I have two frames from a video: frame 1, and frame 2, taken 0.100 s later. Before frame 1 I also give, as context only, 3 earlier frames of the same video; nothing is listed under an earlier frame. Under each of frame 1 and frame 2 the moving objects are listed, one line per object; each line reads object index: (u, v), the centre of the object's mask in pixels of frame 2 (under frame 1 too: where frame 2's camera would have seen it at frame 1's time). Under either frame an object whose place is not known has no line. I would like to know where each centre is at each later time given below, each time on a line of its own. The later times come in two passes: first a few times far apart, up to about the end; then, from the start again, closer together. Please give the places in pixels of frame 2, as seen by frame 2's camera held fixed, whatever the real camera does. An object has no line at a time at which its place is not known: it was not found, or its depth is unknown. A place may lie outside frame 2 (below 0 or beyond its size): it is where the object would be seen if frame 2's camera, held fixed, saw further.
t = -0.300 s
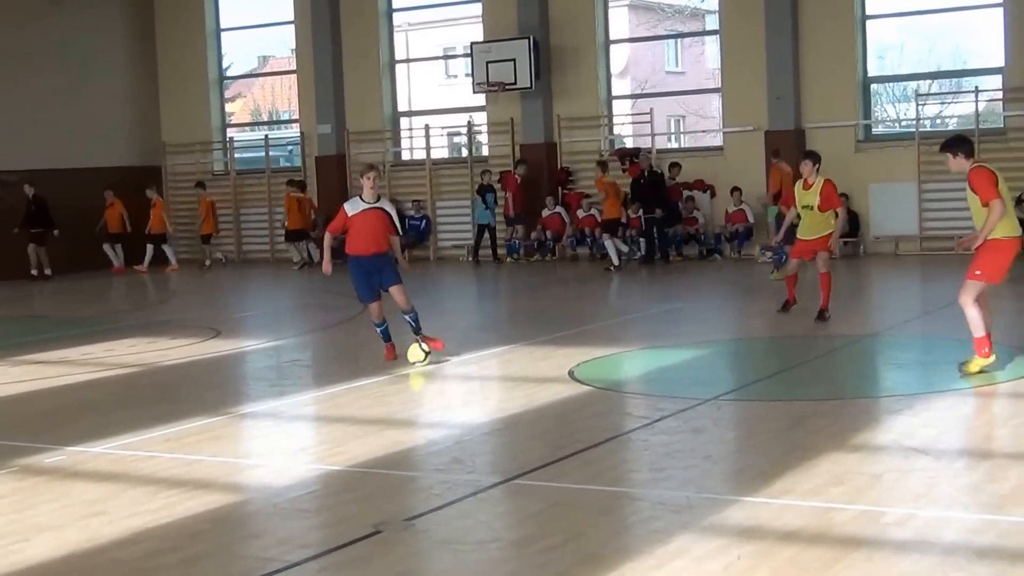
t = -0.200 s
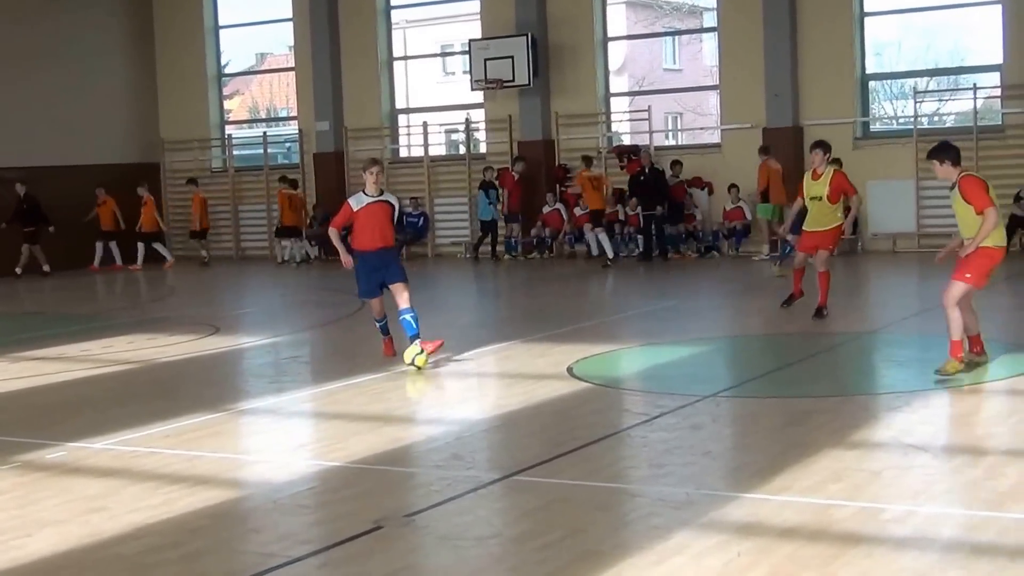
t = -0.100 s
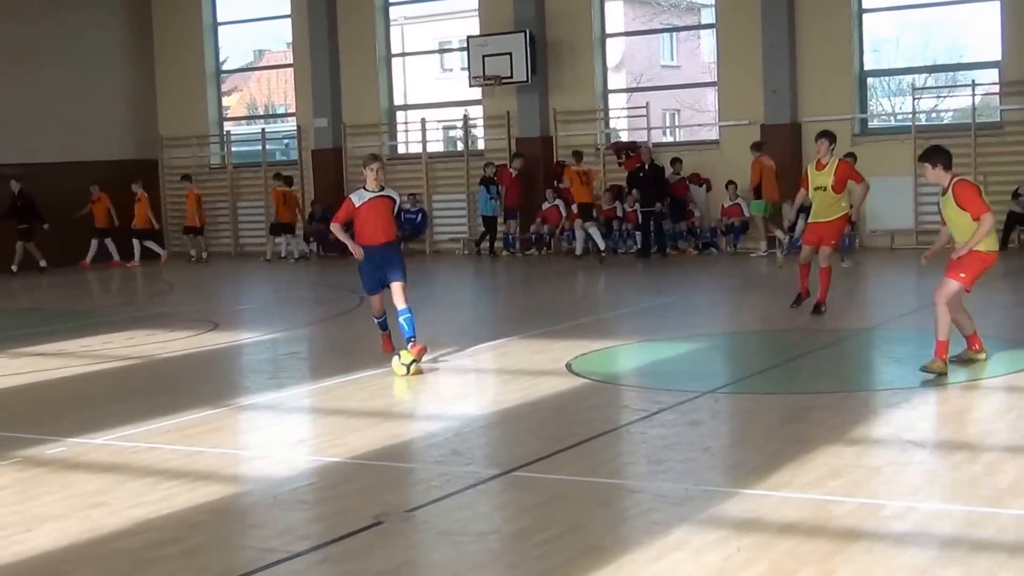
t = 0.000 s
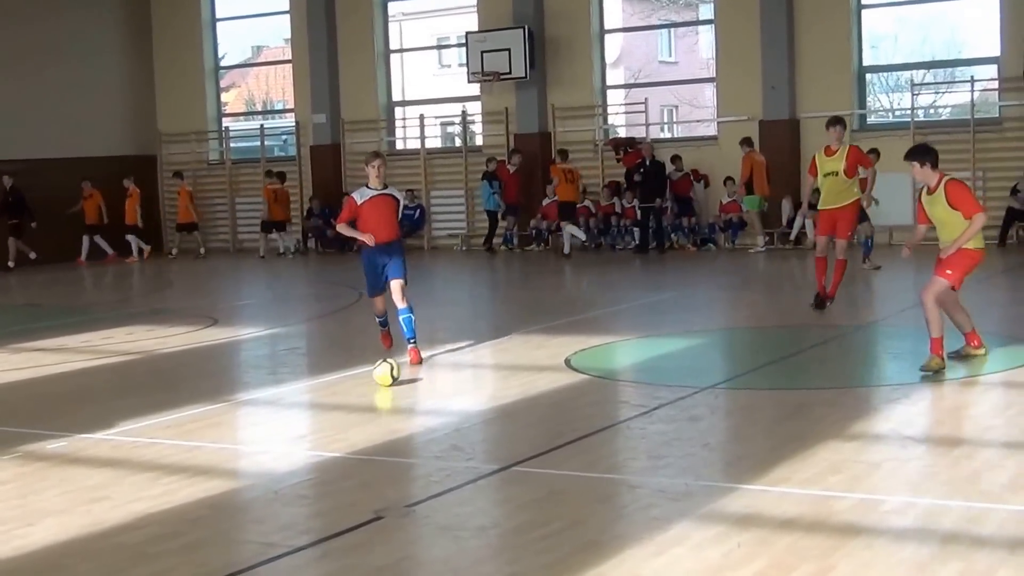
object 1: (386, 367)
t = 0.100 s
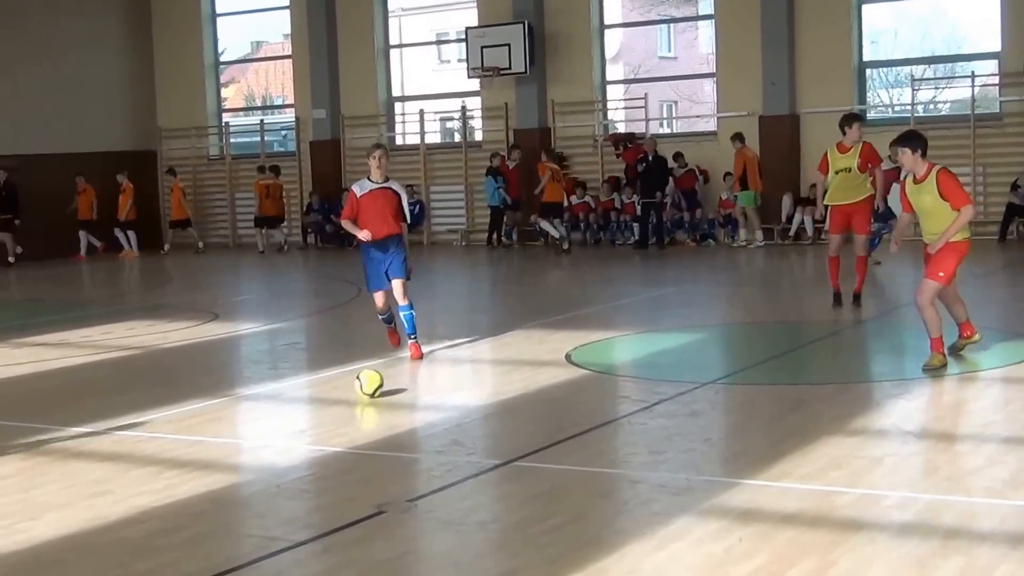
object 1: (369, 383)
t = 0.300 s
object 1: (330, 418)
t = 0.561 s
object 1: (269, 473)
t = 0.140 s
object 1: (361, 390)
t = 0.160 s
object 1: (357, 393)
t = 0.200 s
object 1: (350, 401)
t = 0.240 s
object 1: (342, 408)
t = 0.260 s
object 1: (338, 411)
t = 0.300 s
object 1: (330, 418)
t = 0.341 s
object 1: (322, 426)
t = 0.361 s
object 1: (318, 429)
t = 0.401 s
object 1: (309, 437)
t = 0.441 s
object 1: (300, 445)
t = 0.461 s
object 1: (295, 449)
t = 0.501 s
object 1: (285, 458)
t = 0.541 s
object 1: (274, 468)
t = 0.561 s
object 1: (269, 473)
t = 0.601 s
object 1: (256, 484)
